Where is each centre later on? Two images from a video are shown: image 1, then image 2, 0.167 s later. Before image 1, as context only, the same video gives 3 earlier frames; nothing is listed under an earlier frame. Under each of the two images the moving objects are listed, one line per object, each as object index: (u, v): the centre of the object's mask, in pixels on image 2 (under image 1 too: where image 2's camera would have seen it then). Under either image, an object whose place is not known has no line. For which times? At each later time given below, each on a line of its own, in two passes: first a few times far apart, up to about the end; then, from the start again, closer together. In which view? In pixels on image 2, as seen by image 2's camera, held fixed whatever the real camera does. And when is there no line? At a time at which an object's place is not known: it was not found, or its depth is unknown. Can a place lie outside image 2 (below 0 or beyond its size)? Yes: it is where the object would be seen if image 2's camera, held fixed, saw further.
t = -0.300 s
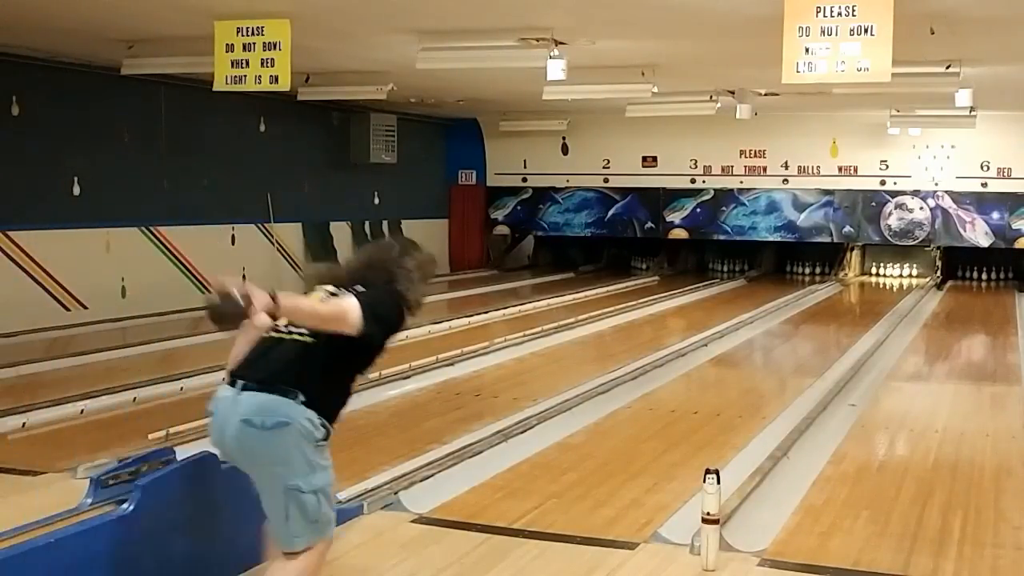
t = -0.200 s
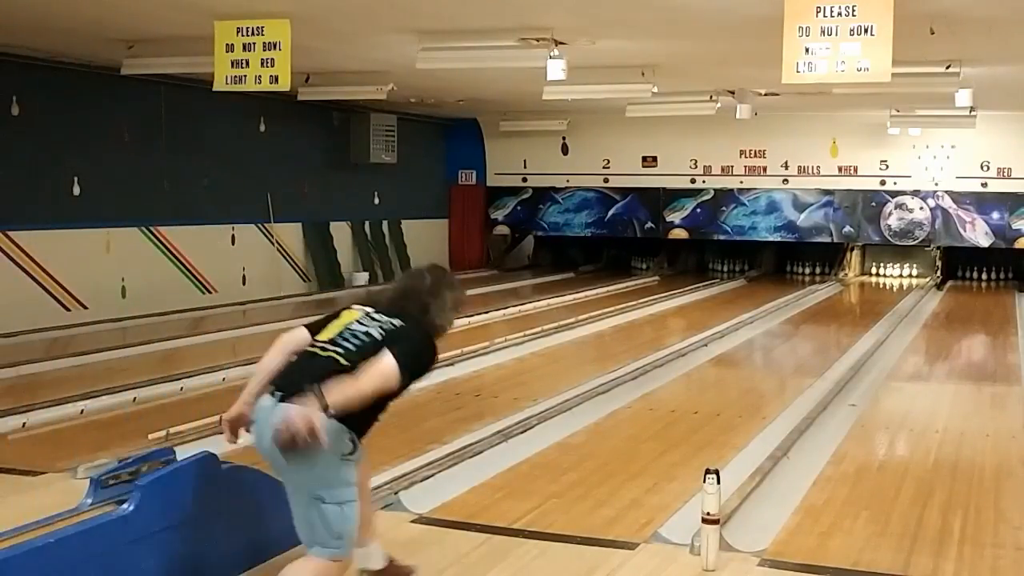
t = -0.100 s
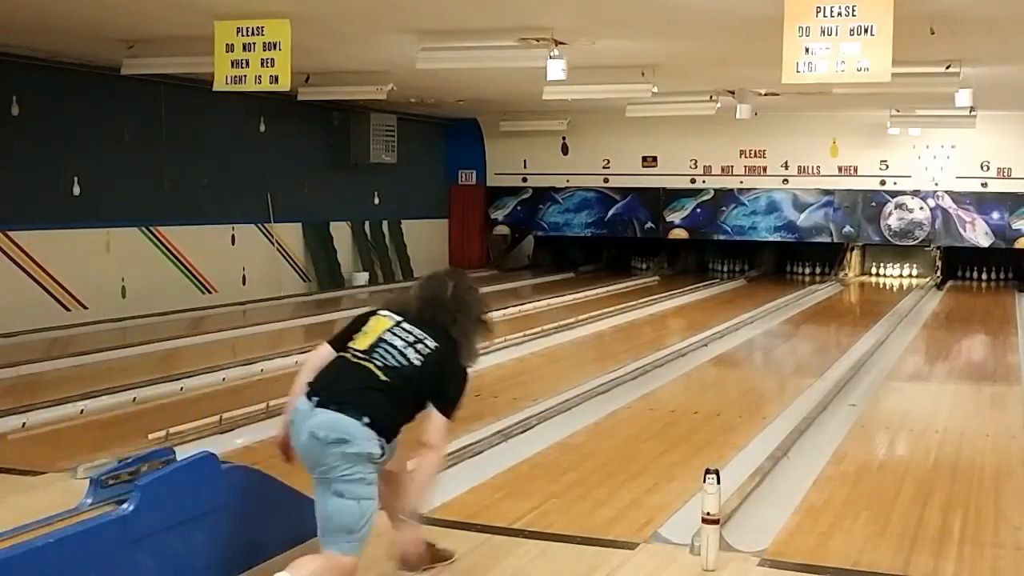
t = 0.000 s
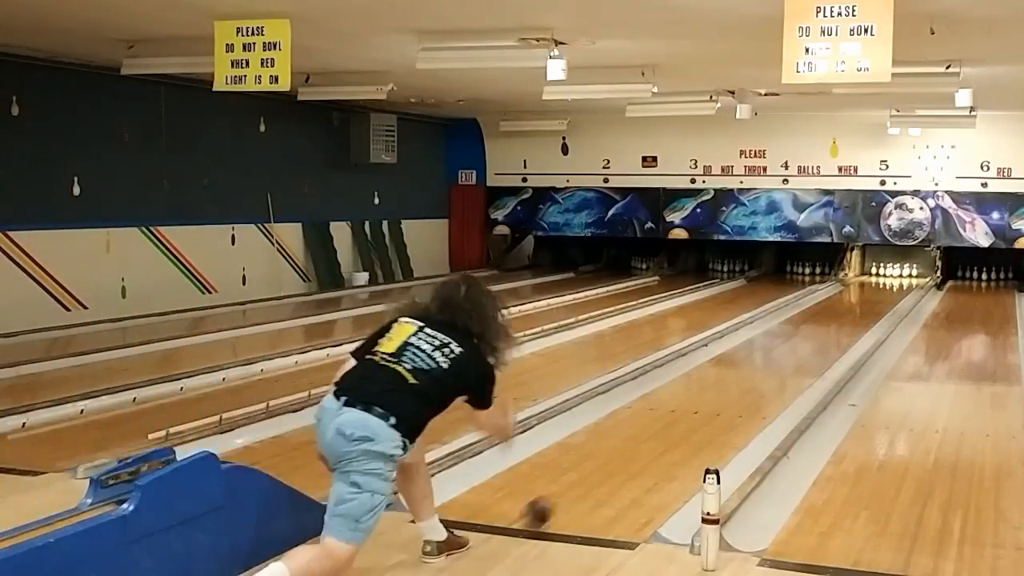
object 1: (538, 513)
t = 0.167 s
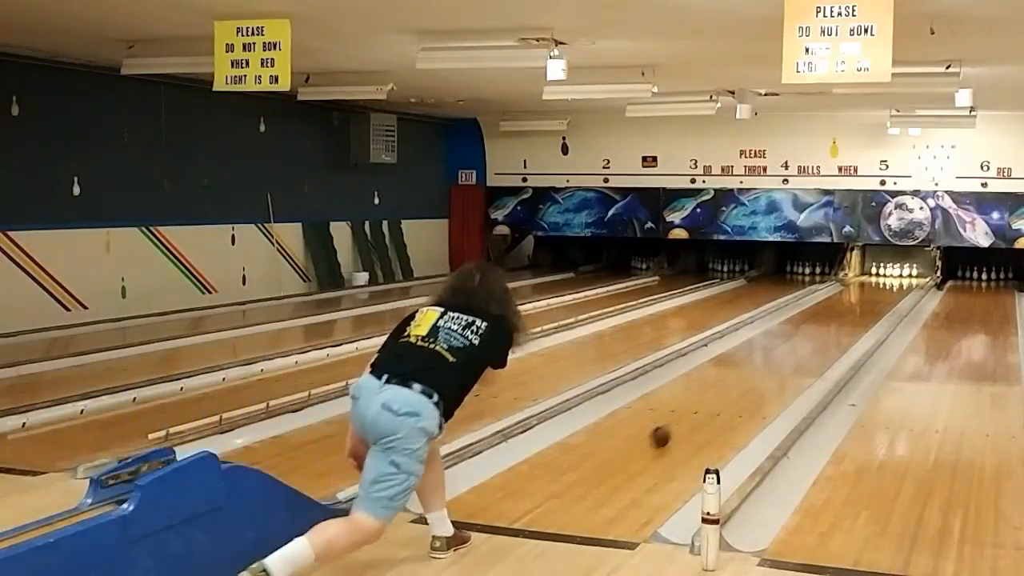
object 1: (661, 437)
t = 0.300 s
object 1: (721, 397)
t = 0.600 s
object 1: (800, 345)
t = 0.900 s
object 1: (844, 315)
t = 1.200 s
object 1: (872, 298)
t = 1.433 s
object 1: (887, 288)
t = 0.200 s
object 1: (678, 425)
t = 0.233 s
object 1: (694, 415)
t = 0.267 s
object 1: (708, 406)
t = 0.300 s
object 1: (721, 397)
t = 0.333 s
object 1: (733, 390)
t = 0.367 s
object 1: (744, 382)
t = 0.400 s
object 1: (753, 376)
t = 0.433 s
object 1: (763, 369)
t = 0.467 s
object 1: (771, 364)
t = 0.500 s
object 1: (779, 359)
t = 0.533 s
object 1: (787, 354)
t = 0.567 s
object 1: (794, 349)
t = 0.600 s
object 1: (800, 345)
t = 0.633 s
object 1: (806, 341)
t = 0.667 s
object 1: (812, 337)
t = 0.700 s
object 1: (817, 333)
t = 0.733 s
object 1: (823, 330)
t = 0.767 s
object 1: (827, 327)
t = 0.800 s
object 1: (832, 324)
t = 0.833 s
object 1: (837, 321)
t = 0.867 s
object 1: (841, 318)
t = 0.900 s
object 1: (844, 315)
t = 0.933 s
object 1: (848, 313)
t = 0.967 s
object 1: (852, 310)
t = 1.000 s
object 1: (855, 308)
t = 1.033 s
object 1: (858, 306)
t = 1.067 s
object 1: (861, 304)
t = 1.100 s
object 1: (863, 302)
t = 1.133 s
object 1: (866, 301)
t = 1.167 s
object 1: (869, 299)
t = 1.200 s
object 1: (872, 298)
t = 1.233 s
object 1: (874, 295)
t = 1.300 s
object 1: (879, 292)
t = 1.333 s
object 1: (881, 290)
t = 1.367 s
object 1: (883, 290)
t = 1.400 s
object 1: (885, 288)
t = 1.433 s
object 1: (887, 288)
